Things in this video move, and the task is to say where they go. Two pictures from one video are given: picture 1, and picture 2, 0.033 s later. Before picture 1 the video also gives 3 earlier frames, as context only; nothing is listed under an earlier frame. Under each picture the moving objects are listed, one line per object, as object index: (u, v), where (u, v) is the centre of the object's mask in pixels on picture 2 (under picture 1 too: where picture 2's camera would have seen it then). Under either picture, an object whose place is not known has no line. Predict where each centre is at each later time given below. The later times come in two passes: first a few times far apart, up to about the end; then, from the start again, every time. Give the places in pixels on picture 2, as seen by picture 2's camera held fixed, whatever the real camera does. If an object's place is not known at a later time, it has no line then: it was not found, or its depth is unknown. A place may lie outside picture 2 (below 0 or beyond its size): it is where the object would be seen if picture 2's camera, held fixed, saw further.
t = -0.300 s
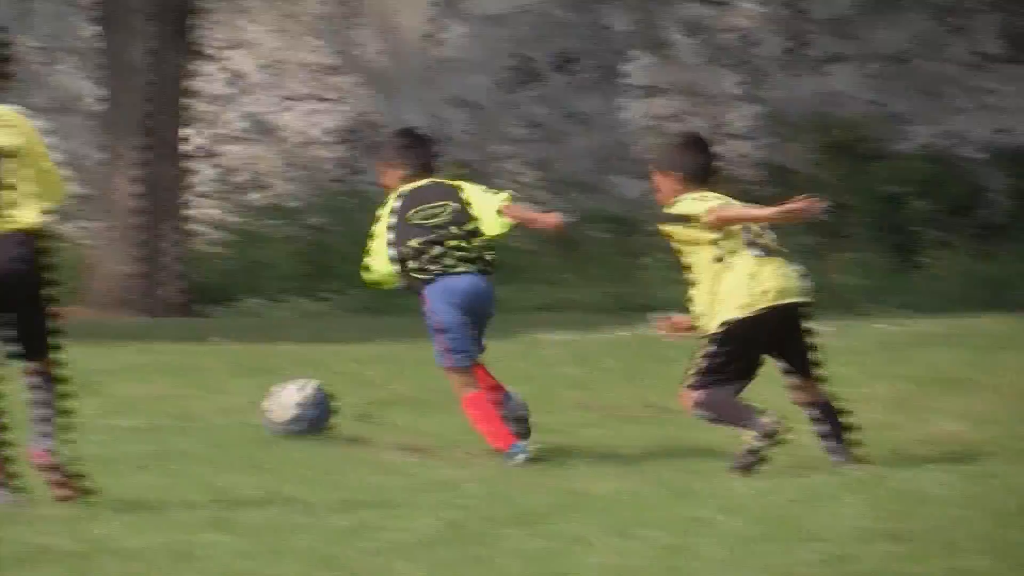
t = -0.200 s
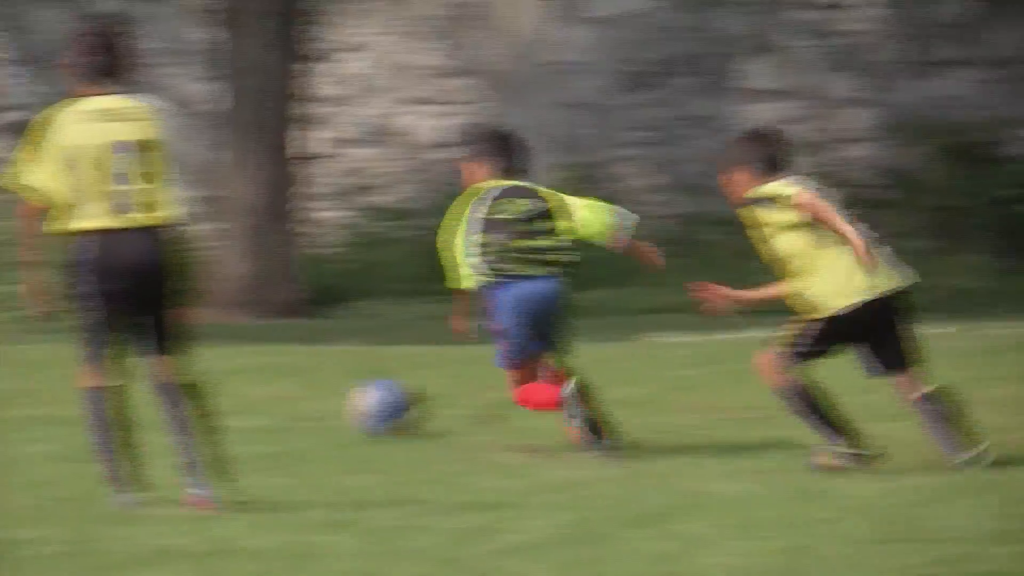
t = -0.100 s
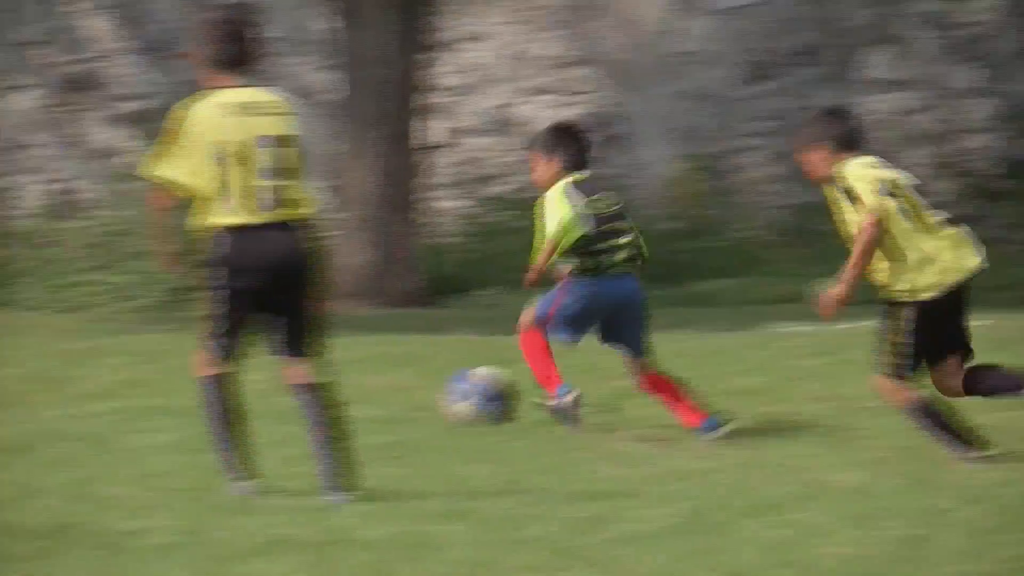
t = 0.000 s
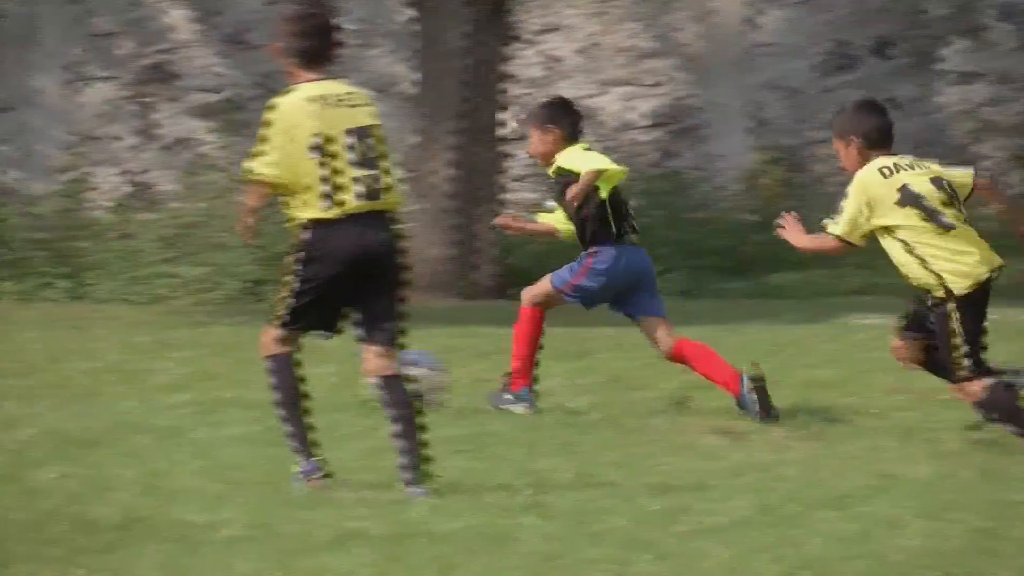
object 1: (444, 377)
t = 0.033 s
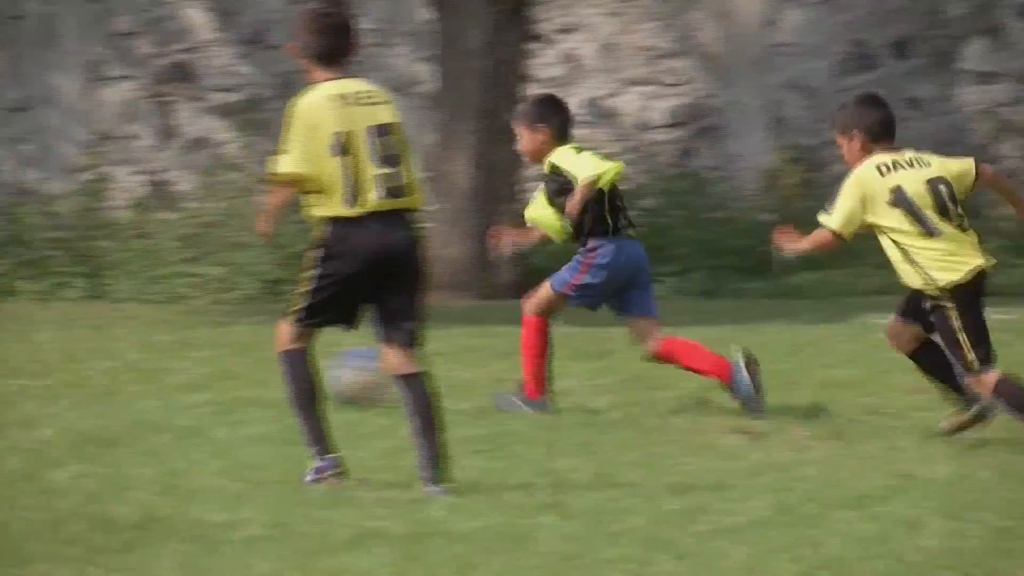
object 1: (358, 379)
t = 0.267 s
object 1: (-49, 369)
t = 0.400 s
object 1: (-209, 358)
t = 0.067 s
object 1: (269, 383)
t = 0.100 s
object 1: (226, 381)
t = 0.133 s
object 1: (164, 380)
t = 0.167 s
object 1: (109, 375)
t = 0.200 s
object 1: (54, 374)
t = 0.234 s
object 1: (3, 371)
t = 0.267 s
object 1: (-49, 369)
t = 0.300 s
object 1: (-94, 363)
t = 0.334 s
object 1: (-138, 361)
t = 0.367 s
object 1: (-182, 359)
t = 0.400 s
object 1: (-209, 358)
